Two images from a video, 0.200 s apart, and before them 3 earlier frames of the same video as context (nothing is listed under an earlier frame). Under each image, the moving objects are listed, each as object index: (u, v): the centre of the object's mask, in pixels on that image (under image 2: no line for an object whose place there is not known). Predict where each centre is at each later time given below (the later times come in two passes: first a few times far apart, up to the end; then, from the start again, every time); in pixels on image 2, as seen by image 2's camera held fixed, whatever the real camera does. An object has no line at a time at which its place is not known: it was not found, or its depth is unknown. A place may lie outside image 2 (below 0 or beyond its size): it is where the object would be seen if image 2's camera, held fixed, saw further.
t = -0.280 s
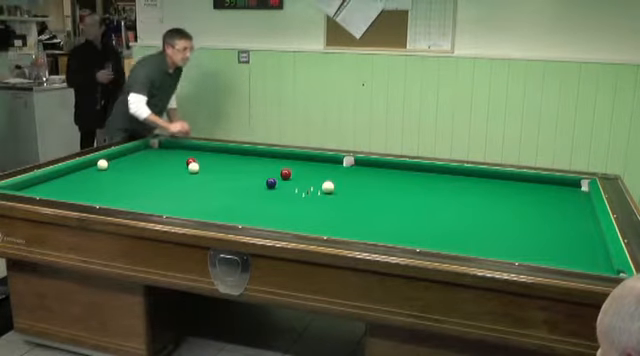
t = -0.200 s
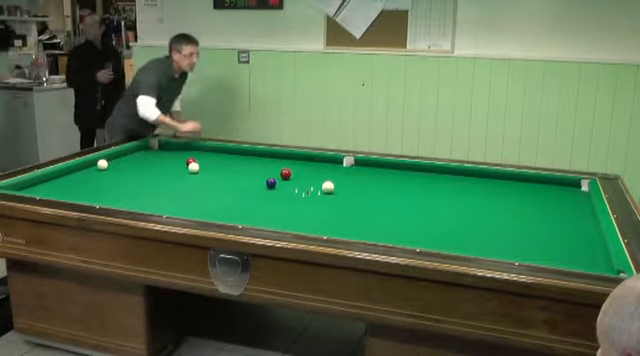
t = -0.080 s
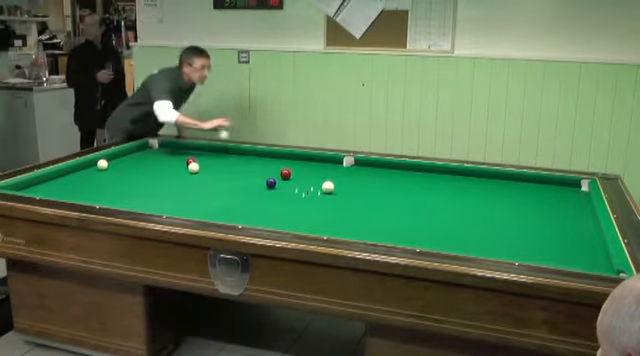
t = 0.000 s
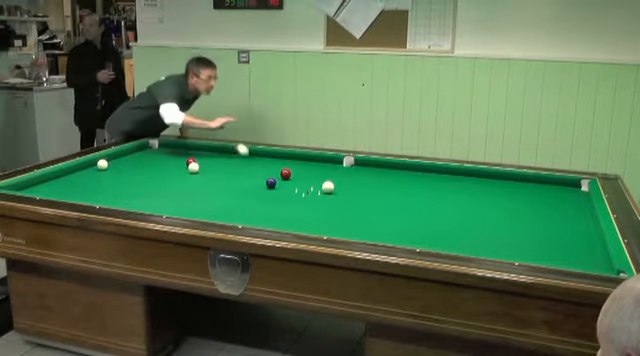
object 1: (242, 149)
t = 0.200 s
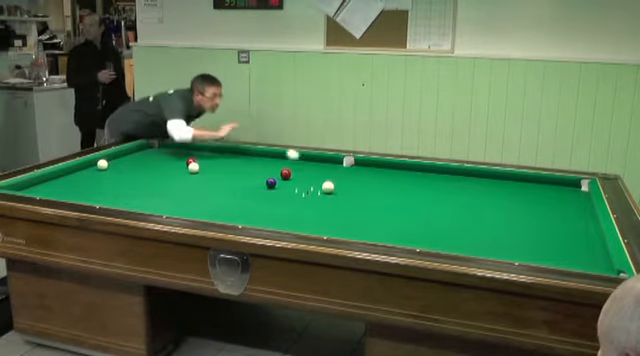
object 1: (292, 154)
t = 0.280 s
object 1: (314, 165)
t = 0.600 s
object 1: (400, 182)
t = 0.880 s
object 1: (479, 199)
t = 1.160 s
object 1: (567, 217)
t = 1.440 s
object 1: (543, 220)
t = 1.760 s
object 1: (481, 219)
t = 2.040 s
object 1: (426, 218)
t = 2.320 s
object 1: (370, 218)
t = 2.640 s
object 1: (307, 217)
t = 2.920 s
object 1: (253, 216)
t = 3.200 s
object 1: (200, 212)
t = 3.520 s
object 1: (148, 207)
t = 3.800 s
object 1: (118, 202)
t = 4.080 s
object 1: (92, 197)
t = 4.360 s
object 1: (68, 192)
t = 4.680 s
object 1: (42, 187)
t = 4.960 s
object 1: (36, 184)
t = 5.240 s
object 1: (55, 184)
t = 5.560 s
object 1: (75, 184)
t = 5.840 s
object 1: (91, 184)
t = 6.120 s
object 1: (107, 184)
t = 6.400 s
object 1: (123, 185)
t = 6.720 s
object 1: (140, 184)
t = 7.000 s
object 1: (154, 185)
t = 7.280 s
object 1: (167, 185)
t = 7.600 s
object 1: (182, 185)
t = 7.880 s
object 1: (195, 185)
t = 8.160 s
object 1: (207, 185)
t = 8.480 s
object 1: (219, 185)
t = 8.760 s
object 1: (229, 185)
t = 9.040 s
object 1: (238, 185)
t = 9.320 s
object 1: (247, 185)
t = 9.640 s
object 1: (256, 185)
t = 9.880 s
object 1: (263, 185)
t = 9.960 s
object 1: (265, 185)
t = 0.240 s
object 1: (303, 161)
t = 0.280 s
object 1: (314, 165)
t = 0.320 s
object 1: (324, 164)
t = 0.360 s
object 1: (335, 164)
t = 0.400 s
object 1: (346, 169)
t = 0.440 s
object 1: (357, 176)
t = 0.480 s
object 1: (367, 175)
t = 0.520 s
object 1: (378, 177)
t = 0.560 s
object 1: (389, 181)
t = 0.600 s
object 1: (400, 182)
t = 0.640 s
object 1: (411, 185)
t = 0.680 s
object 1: (422, 187)
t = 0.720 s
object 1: (433, 190)
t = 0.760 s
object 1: (444, 192)
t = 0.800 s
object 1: (456, 194)
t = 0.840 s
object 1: (467, 196)
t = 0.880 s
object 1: (479, 199)
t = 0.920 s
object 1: (491, 201)
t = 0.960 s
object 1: (503, 204)
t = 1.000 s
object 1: (516, 206)
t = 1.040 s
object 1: (528, 209)
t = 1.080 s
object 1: (541, 212)
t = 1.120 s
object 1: (554, 214)
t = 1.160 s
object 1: (567, 217)
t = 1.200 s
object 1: (580, 219)
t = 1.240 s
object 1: (591, 222)
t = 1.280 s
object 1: (581, 222)
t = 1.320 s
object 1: (571, 221)
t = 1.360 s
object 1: (560, 221)
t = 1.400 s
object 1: (552, 220)
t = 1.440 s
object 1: (543, 220)
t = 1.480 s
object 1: (535, 220)
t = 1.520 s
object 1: (527, 220)
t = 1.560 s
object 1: (520, 220)
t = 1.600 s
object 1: (512, 220)
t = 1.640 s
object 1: (504, 220)
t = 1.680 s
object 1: (497, 219)
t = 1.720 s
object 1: (488, 219)
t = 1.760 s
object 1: (481, 219)
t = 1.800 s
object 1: (473, 219)
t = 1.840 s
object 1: (465, 219)
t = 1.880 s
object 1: (457, 219)
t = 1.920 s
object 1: (450, 219)
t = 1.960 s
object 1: (442, 219)
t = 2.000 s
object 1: (434, 219)
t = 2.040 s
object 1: (426, 218)
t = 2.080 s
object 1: (418, 218)
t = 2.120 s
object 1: (410, 218)
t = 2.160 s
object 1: (402, 218)
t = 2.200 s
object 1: (394, 218)
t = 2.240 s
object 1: (386, 218)
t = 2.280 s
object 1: (378, 218)
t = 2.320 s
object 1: (370, 218)
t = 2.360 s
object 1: (362, 217)
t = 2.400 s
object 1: (354, 217)
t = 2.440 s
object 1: (347, 218)
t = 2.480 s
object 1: (339, 218)
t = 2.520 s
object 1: (331, 217)
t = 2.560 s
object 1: (322, 217)
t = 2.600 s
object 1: (315, 217)
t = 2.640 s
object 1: (307, 217)
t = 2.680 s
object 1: (299, 217)
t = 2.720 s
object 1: (291, 216)
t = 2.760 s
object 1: (284, 216)
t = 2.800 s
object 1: (276, 216)
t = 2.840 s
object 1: (268, 216)
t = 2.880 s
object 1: (261, 216)
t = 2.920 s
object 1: (253, 216)
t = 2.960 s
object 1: (245, 216)
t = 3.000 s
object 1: (238, 214)
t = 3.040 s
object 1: (230, 214)
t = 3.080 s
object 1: (222, 213)
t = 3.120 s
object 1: (215, 213)
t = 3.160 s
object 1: (208, 213)
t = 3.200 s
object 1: (200, 212)
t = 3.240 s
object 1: (192, 212)
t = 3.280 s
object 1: (185, 211)
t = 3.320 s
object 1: (178, 211)
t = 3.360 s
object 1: (171, 210)
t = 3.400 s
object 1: (164, 210)
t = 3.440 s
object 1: (157, 209)
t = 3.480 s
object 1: (153, 208)
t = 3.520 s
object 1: (148, 207)
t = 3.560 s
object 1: (144, 207)
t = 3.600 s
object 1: (139, 206)
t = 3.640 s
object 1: (135, 205)
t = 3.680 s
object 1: (131, 204)
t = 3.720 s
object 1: (127, 204)
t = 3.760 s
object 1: (122, 203)
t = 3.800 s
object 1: (118, 202)
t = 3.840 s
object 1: (114, 202)
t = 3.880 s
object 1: (110, 200)
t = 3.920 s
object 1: (107, 200)
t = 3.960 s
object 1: (103, 199)
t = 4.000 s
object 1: (99, 198)
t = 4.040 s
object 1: (96, 197)
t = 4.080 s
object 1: (92, 197)
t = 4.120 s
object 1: (88, 196)
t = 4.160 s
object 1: (85, 195)
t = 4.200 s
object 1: (81, 194)
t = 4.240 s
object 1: (78, 194)
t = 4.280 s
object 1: (74, 193)
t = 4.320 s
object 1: (71, 192)
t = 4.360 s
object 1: (68, 192)
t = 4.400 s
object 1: (64, 191)
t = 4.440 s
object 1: (61, 190)
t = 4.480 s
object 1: (58, 190)
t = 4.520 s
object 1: (55, 189)
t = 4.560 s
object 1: (52, 189)
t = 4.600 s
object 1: (48, 188)
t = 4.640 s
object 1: (45, 188)
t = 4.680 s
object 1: (42, 187)
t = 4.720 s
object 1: (39, 186)
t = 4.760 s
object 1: (36, 185)
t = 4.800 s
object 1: (33, 185)
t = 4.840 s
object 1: (30, 184)
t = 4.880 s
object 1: (30, 184)
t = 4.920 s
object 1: (34, 184)
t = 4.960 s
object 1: (36, 184)
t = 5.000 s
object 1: (39, 184)
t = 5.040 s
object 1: (42, 184)
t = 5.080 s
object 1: (44, 184)
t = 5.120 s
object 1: (47, 184)
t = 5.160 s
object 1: (50, 184)
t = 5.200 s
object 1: (52, 184)
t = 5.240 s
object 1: (55, 184)
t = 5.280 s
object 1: (57, 184)
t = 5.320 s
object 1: (60, 184)
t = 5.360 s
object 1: (62, 184)
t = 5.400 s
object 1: (65, 184)
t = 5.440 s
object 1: (67, 184)
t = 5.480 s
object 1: (70, 184)
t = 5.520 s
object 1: (72, 184)
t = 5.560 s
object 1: (75, 184)
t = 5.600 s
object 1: (77, 184)
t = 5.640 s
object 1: (79, 184)
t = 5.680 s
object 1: (82, 184)
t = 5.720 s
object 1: (84, 184)
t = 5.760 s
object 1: (86, 184)
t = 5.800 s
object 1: (89, 184)
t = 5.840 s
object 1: (91, 184)
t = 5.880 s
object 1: (94, 184)
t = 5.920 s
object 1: (96, 184)
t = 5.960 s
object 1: (98, 184)
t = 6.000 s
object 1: (100, 185)
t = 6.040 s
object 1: (103, 185)
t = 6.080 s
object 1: (105, 184)
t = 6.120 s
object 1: (107, 184)
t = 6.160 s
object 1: (110, 184)
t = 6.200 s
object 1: (112, 185)
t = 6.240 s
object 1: (114, 184)
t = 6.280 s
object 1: (116, 185)
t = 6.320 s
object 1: (118, 185)
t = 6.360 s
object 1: (121, 185)
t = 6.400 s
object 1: (123, 185)
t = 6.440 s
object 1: (125, 184)
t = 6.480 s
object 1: (127, 184)
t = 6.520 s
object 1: (129, 185)
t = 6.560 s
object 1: (132, 184)
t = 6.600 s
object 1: (134, 184)
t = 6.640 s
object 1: (136, 184)
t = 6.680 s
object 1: (138, 184)
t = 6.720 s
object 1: (140, 184)
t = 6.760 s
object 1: (142, 184)
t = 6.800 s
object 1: (144, 184)
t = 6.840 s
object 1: (146, 184)
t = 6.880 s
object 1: (148, 184)
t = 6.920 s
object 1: (150, 184)
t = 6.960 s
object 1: (152, 184)
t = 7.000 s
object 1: (154, 185)
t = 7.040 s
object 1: (156, 185)
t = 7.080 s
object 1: (158, 185)
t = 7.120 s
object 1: (160, 185)
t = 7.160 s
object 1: (162, 185)
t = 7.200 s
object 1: (164, 185)
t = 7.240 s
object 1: (166, 185)
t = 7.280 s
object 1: (167, 185)
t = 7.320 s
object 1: (170, 185)
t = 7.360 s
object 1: (171, 185)
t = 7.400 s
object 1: (174, 185)
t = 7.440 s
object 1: (175, 185)
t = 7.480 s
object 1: (177, 185)
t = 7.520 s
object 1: (179, 185)
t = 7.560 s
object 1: (181, 185)
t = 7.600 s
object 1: (182, 185)
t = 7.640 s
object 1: (185, 185)
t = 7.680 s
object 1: (186, 185)
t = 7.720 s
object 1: (188, 185)
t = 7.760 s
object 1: (190, 185)
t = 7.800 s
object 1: (191, 185)
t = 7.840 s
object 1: (193, 185)
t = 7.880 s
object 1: (195, 185)
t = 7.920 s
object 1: (196, 185)
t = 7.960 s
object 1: (198, 185)
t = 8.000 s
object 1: (200, 185)
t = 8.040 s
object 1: (201, 185)
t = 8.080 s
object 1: (203, 185)
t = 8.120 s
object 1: (205, 185)
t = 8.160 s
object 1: (207, 185)
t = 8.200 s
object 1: (208, 185)
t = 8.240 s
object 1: (210, 185)
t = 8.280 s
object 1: (212, 185)
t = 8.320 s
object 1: (213, 185)
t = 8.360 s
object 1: (215, 185)
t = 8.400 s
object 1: (216, 185)
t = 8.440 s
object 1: (218, 185)
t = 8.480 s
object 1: (219, 185)
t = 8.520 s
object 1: (221, 185)
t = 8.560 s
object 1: (222, 185)
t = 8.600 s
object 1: (223, 185)
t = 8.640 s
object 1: (224, 185)
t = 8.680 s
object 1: (226, 185)
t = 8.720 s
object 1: (227, 185)
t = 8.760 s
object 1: (229, 185)
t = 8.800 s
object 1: (230, 185)
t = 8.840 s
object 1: (231, 185)
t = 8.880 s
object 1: (233, 185)
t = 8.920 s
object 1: (235, 185)
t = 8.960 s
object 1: (236, 185)
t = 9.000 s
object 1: (237, 185)
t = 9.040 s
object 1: (238, 185)
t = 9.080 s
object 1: (240, 185)
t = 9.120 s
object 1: (241, 185)
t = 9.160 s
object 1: (242, 185)
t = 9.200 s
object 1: (243, 185)
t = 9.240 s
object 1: (245, 185)
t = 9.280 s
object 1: (246, 185)
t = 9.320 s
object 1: (247, 185)
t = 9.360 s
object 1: (248, 185)
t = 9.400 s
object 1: (249, 185)
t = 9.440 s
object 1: (250, 185)
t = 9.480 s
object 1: (252, 185)
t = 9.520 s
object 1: (253, 185)
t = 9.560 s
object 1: (254, 185)
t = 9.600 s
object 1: (255, 185)
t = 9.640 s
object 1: (256, 185)
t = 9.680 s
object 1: (256, 185)
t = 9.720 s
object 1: (258, 185)
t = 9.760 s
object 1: (260, 185)
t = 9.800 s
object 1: (261, 185)
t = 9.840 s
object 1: (262, 185)
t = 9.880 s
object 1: (263, 185)
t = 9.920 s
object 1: (264, 185)
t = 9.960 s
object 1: (265, 185)
